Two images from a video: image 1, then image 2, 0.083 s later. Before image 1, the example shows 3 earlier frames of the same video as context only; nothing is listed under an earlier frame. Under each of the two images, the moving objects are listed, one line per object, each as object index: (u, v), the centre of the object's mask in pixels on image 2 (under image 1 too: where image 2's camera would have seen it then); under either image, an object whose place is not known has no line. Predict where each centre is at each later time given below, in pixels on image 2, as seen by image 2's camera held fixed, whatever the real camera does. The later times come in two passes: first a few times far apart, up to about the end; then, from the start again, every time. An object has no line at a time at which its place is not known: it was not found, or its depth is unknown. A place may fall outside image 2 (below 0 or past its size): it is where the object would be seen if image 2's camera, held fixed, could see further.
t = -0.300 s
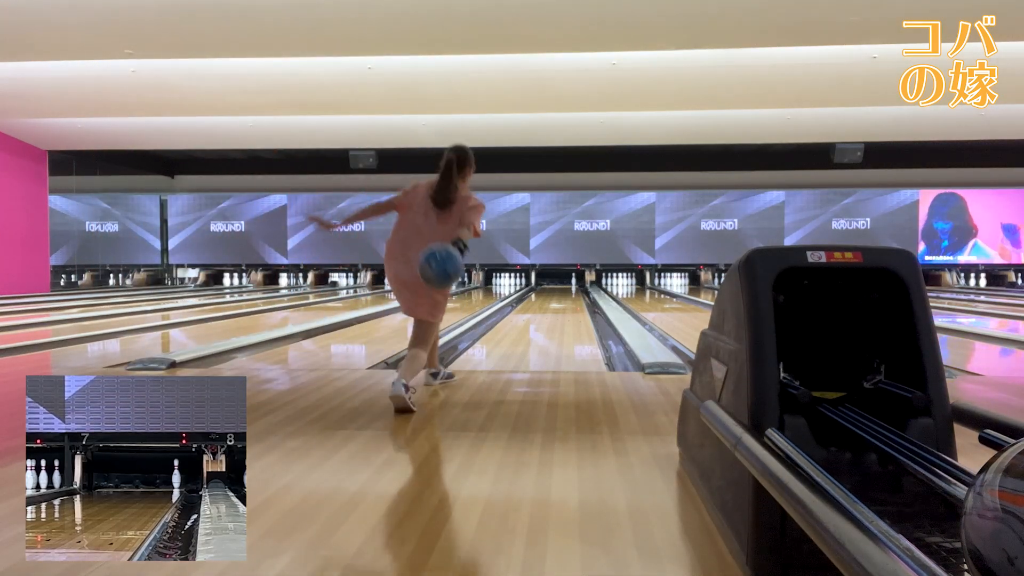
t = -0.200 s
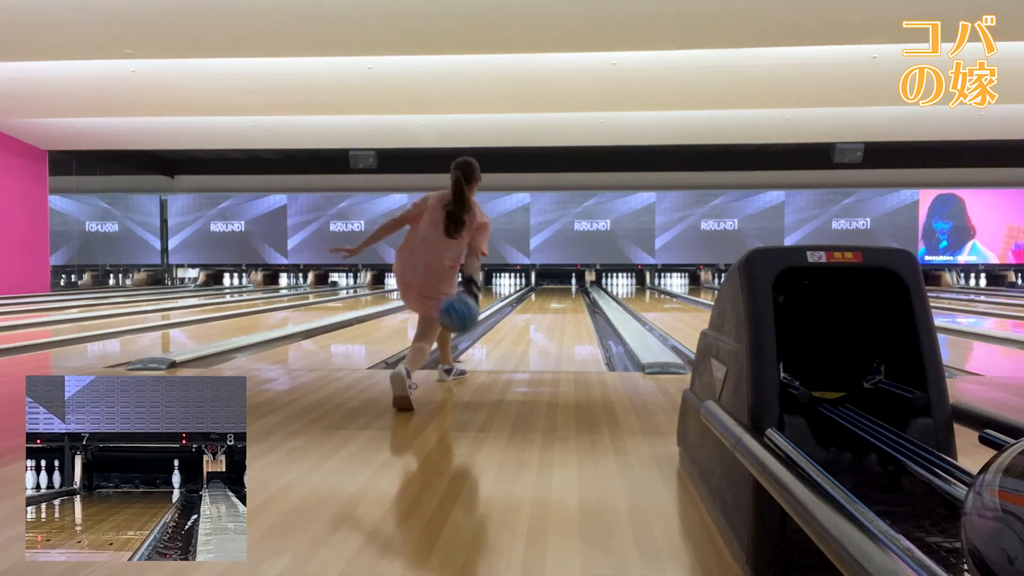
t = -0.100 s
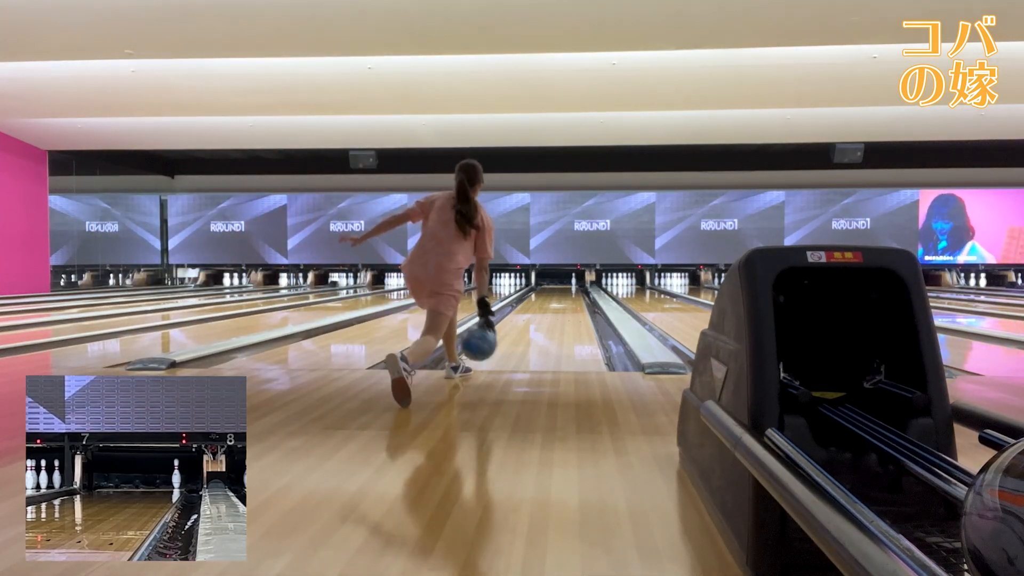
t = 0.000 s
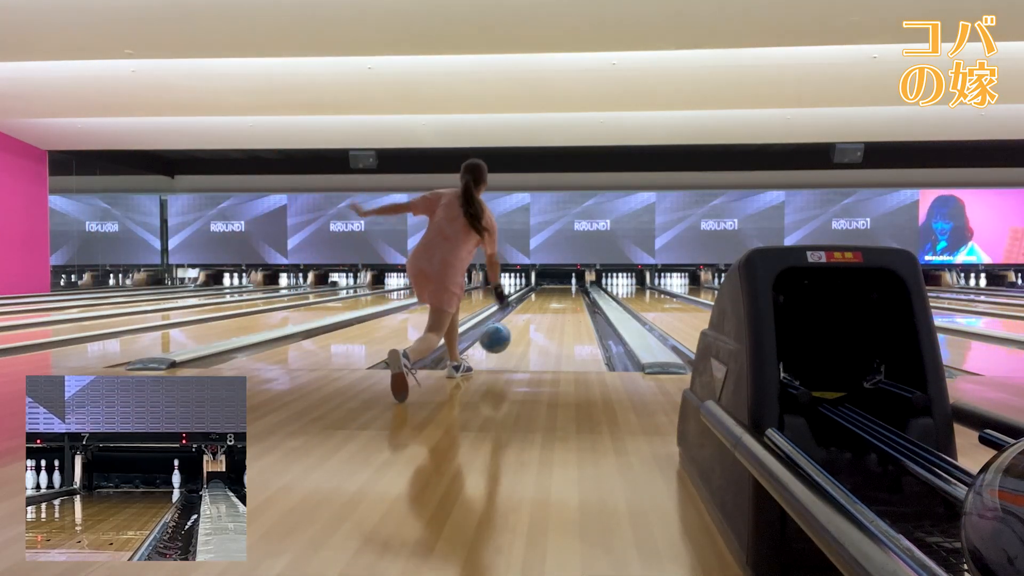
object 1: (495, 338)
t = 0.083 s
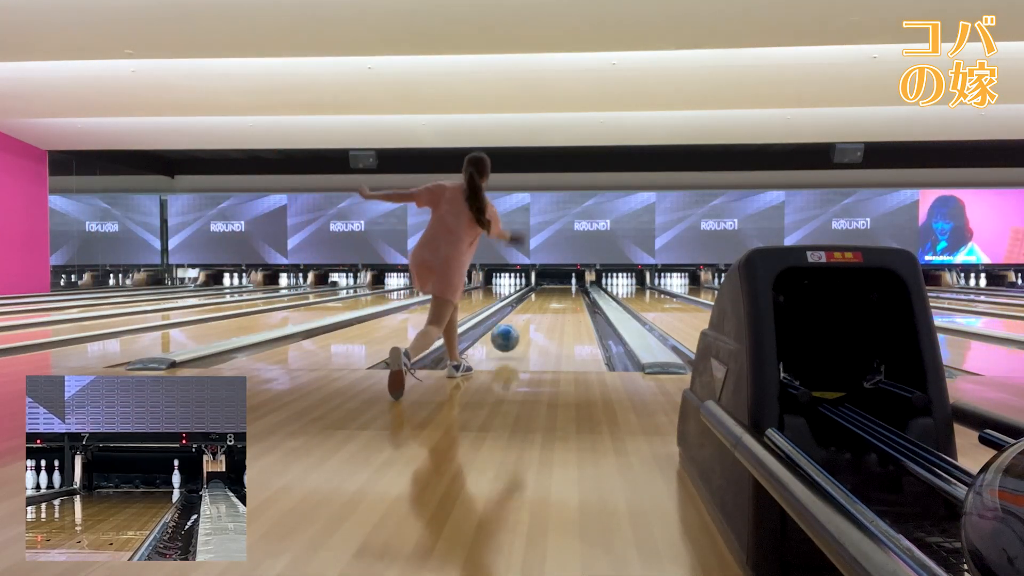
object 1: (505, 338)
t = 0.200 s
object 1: (516, 334)
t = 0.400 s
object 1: (530, 322)
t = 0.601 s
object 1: (540, 313)
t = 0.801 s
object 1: (547, 307)
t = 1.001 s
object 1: (553, 302)
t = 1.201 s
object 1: (557, 298)
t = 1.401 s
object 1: (560, 295)
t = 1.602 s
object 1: (564, 292)
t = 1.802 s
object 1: (566, 290)
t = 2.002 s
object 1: (568, 288)
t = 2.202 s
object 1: (569, 287)
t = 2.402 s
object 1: (569, 285)
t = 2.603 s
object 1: (570, 284)
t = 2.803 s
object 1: (570, 283)
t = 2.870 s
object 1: (570, 283)
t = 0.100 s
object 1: (506, 339)
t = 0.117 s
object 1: (508, 340)
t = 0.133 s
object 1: (510, 339)
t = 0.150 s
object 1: (512, 337)
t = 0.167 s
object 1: (513, 336)
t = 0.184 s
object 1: (515, 335)
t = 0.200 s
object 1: (516, 334)
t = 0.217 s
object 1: (517, 333)
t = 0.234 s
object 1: (519, 332)
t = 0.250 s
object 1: (520, 330)
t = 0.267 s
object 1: (521, 329)
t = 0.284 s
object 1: (523, 328)
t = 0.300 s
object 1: (524, 327)
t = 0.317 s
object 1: (525, 327)
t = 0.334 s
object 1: (526, 325)
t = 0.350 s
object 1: (527, 324)
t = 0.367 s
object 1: (528, 324)
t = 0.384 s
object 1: (529, 322)
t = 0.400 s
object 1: (530, 322)
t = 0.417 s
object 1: (531, 321)
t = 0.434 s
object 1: (532, 320)
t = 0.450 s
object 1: (533, 319)
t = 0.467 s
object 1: (534, 319)
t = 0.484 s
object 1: (535, 318)
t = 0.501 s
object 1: (535, 317)
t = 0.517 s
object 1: (536, 317)
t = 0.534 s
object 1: (537, 316)
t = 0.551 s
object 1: (538, 315)
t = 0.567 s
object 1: (538, 314)
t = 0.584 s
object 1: (539, 314)
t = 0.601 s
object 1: (540, 313)
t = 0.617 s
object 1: (541, 312)
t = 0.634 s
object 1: (541, 312)
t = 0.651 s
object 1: (542, 311)
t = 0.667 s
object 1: (543, 311)
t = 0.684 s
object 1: (543, 310)
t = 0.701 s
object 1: (544, 310)
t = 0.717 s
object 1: (544, 309)
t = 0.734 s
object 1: (545, 308)
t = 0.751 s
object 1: (546, 308)
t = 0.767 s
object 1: (546, 308)
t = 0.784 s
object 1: (547, 307)
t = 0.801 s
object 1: (547, 307)
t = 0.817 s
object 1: (548, 306)
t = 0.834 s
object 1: (549, 306)
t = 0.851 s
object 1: (549, 305)
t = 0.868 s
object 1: (549, 305)
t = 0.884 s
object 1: (550, 305)
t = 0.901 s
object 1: (550, 304)
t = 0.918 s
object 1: (551, 304)
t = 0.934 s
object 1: (551, 303)
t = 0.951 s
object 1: (552, 303)
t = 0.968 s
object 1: (552, 303)
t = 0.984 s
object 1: (553, 302)
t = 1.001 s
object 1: (553, 302)
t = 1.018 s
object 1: (553, 302)
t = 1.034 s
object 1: (554, 301)
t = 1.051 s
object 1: (554, 301)
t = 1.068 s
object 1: (554, 300)
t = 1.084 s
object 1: (555, 300)
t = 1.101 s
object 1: (555, 300)
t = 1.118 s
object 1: (556, 299)
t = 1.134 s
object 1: (556, 299)
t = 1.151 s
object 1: (556, 299)
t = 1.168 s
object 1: (557, 299)
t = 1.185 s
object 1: (557, 298)
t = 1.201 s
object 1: (557, 298)
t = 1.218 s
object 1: (558, 298)
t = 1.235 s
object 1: (558, 297)
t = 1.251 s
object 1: (558, 297)
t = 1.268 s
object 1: (558, 297)
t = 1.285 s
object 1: (559, 297)
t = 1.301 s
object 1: (559, 296)
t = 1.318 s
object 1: (559, 296)
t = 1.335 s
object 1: (560, 296)
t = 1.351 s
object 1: (560, 295)
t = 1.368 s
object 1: (560, 295)
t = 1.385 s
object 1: (560, 295)
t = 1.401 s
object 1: (560, 295)
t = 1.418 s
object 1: (561, 294)
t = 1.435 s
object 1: (561, 294)
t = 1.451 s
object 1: (561, 294)
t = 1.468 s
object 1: (562, 294)
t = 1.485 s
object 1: (562, 294)
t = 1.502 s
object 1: (562, 293)
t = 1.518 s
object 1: (562, 293)
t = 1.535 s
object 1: (563, 293)
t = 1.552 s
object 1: (563, 293)
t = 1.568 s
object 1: (563, 293)
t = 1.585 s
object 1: (563, 292)
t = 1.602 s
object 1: (564, 292)
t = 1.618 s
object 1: (564, 292)
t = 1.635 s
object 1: (564, 292)
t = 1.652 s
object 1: (564, 292)
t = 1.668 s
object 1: (564, 291)
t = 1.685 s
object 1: (564, 291)
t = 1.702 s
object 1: (565, 291)
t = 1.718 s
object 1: (565, 291)
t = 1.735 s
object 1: (565, 291)
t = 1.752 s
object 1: (565, 290)
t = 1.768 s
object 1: (565, 290)
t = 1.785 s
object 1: (565, 290)
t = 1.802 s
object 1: (566, 290)
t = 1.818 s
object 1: (566, 290)
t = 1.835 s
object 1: (566, 290)
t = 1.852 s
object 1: (566, 289)
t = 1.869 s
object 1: (566, 289)
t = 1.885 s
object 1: (567, 289)
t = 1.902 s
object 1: (567, 289)
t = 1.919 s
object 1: (567, 289)
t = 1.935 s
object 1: (567, 289)
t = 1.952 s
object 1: (567, 289)
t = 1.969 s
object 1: (567, 288)
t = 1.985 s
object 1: (567, 288)
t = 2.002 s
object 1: (568, 288)
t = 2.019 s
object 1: (568, 288)
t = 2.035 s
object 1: (568, 288)
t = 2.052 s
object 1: (568, 288)
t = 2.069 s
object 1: (568, 288)
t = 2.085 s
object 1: (568, 287)
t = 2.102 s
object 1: (568, 287)
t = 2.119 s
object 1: (568, 287)
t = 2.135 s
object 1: (568, 287)
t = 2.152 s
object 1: (568, 287)
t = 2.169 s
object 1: (568, 287)
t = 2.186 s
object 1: (568, 286)
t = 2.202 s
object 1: (569, 287)
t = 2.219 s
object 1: (569, 286)
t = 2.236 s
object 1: (568, 286)
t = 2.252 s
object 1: (569, 286)
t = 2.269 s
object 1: (569, 286)
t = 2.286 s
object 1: (569, 286)
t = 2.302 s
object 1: (569, 286)
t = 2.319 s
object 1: (569, 286)
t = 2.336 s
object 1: (569, 286)
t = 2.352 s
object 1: (569, 286)
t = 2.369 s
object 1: (569, 285)
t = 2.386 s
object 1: (569, 285)
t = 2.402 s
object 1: (569, 285)
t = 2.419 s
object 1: (570, 285)
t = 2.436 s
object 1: (570, 285)
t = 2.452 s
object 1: (570, 285)
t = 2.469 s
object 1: (570, 285)
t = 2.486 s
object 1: (570, 285)
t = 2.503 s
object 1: (570, 285)
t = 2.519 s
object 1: (570, 285)
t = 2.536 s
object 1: (570, 284)
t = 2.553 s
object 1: (570, 285)
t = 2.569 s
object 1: (570, 284)
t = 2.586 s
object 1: (570, 284)
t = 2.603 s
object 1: (570, 284)
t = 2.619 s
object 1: (570, 284)
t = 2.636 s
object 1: (570, 284)
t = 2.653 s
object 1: (570, 284)
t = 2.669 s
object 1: (570, 284)
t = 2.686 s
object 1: (570, 284)
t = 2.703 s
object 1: (570, 283)
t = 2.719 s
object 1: (570, 283)
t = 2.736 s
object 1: (570, 283)
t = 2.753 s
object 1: (570, 283)
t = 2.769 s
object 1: (570, 283)
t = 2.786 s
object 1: (570, 283)
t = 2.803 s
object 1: (570, 283)
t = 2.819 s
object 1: (570, 283)
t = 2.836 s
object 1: (570, 283)
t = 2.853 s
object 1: (570, 283)
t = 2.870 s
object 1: (570, 283)
